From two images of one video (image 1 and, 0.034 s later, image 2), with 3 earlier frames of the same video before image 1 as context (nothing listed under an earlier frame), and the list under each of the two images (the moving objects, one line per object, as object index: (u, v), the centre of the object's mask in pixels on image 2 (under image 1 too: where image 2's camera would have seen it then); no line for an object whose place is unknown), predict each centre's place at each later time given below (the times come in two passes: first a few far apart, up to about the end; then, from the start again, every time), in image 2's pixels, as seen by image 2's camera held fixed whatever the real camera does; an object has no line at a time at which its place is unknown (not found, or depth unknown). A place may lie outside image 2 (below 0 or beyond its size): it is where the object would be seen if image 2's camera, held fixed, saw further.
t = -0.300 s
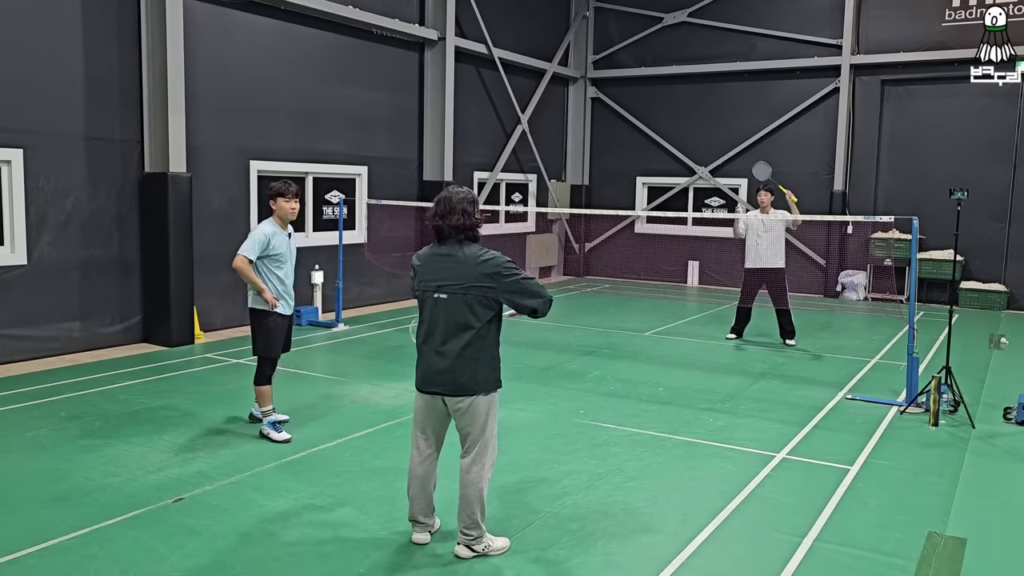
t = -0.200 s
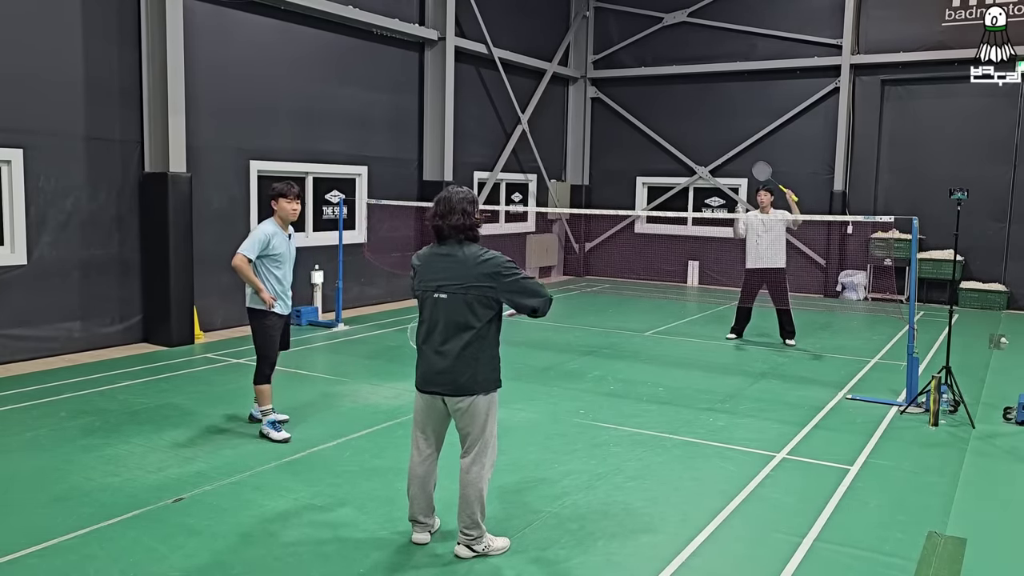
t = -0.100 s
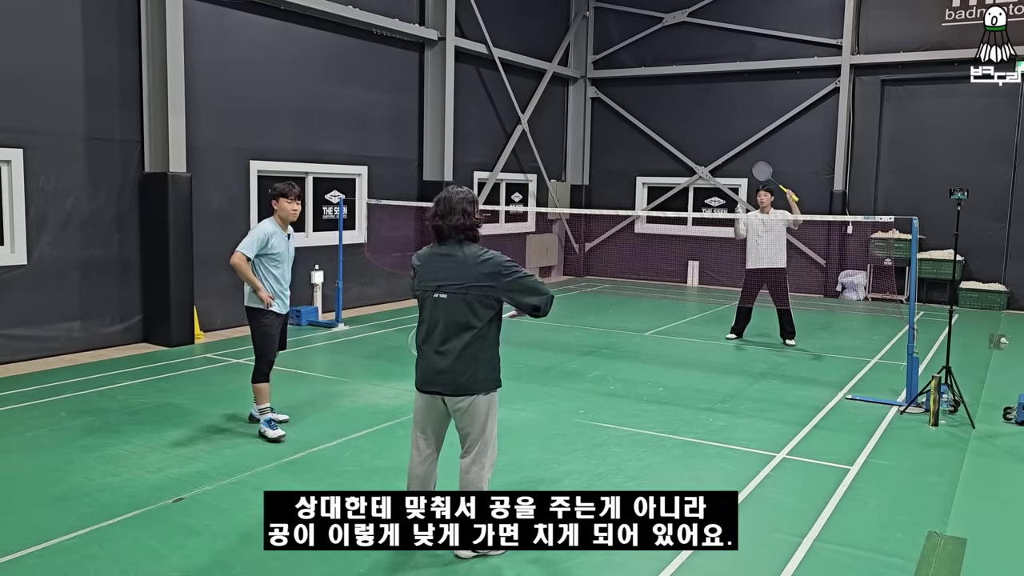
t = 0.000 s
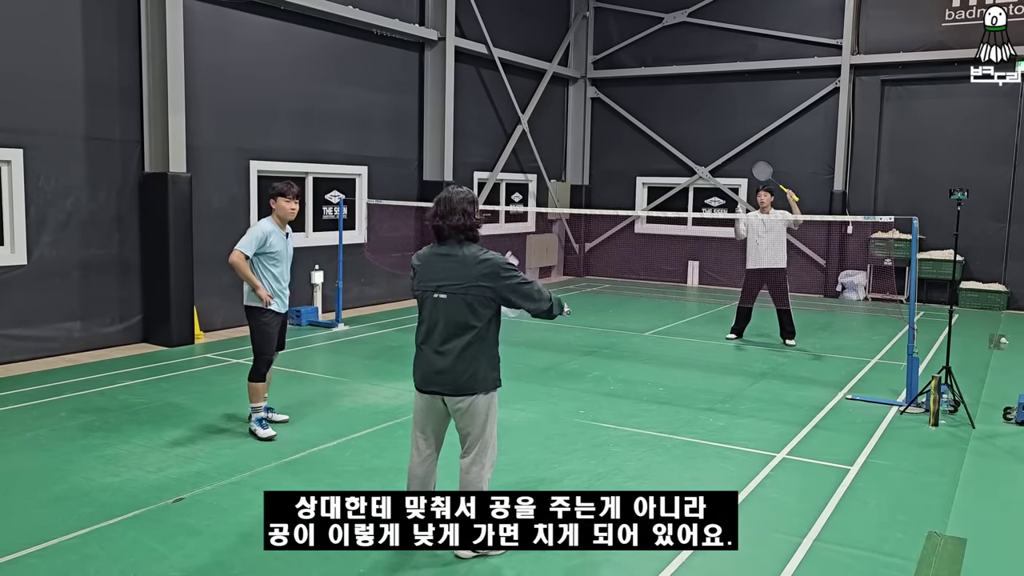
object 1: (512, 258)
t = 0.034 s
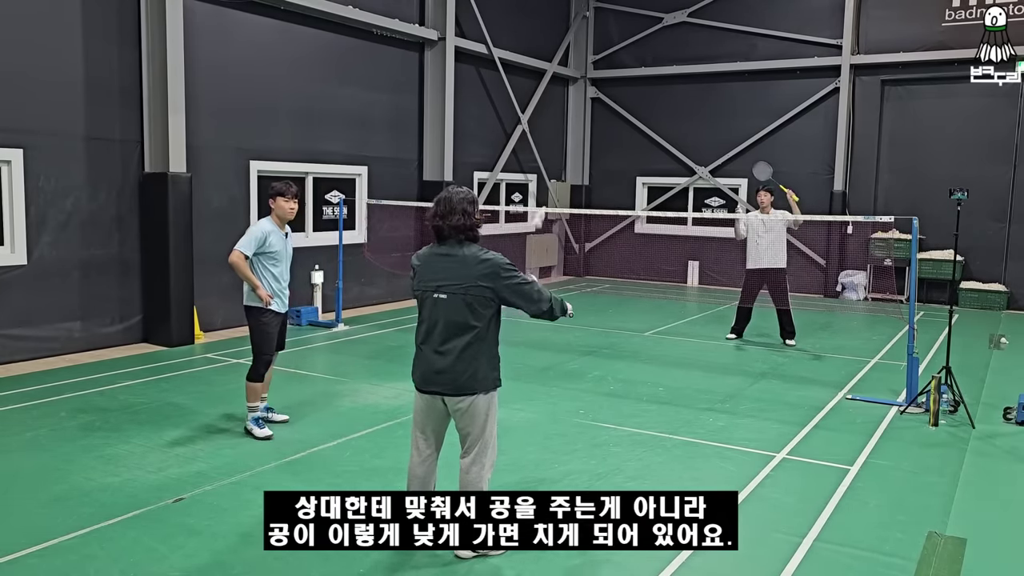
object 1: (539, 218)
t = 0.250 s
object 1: (660, 91)
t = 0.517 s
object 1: (723, 80)
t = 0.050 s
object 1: (550, 196)
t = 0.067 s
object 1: (564, 180)
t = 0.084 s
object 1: (578, 167)
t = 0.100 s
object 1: (591, 155)
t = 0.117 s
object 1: (602, 145)
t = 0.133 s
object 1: (611, 135)
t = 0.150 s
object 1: (620, 126)
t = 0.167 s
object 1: (627, 119)
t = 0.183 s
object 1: (635, 111)
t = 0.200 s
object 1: (642, 105)
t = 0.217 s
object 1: (648, 100)
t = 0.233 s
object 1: (654, 95)
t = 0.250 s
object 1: (660, 91)
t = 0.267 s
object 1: (666, 87)
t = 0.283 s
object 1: (671, 84)
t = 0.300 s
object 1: (676, 81)
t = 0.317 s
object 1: (680, 79)
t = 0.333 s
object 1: (685, 77)
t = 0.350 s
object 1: (689, 75)
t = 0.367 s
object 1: (694, 74)
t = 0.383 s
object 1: (697, 74)
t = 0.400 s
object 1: (699, 72)
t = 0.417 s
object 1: (704, 73)
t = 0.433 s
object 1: (707, 73)
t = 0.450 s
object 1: (711, 73)
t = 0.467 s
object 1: (714, 75)
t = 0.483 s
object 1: (717, 76)
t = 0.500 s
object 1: (720, 77)
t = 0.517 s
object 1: (723, 80)
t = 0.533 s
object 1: (726, 82)
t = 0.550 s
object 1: (729, 84)
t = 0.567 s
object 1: (731, 86)
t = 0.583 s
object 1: (734, 88)
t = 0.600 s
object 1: (736, 91)
